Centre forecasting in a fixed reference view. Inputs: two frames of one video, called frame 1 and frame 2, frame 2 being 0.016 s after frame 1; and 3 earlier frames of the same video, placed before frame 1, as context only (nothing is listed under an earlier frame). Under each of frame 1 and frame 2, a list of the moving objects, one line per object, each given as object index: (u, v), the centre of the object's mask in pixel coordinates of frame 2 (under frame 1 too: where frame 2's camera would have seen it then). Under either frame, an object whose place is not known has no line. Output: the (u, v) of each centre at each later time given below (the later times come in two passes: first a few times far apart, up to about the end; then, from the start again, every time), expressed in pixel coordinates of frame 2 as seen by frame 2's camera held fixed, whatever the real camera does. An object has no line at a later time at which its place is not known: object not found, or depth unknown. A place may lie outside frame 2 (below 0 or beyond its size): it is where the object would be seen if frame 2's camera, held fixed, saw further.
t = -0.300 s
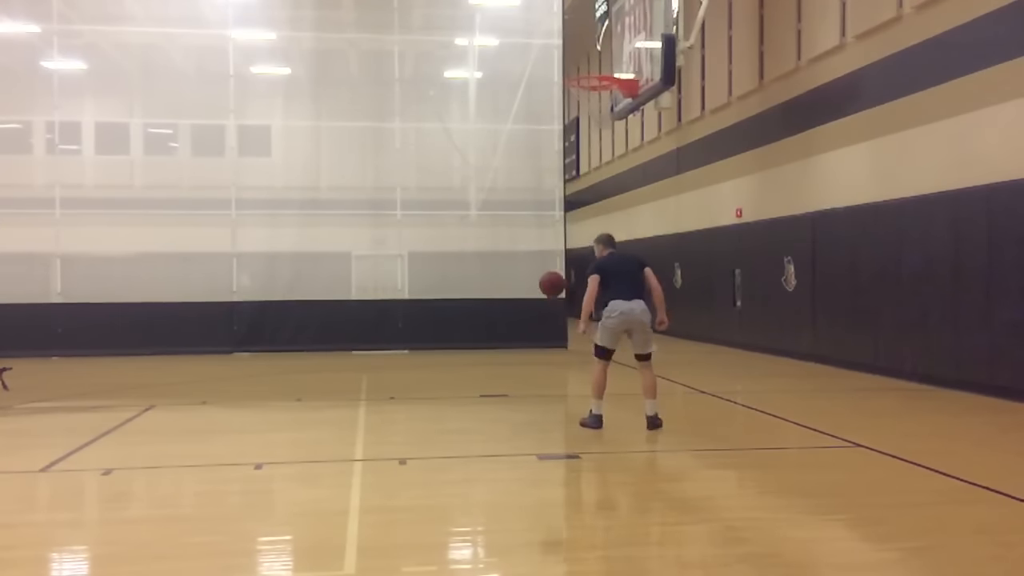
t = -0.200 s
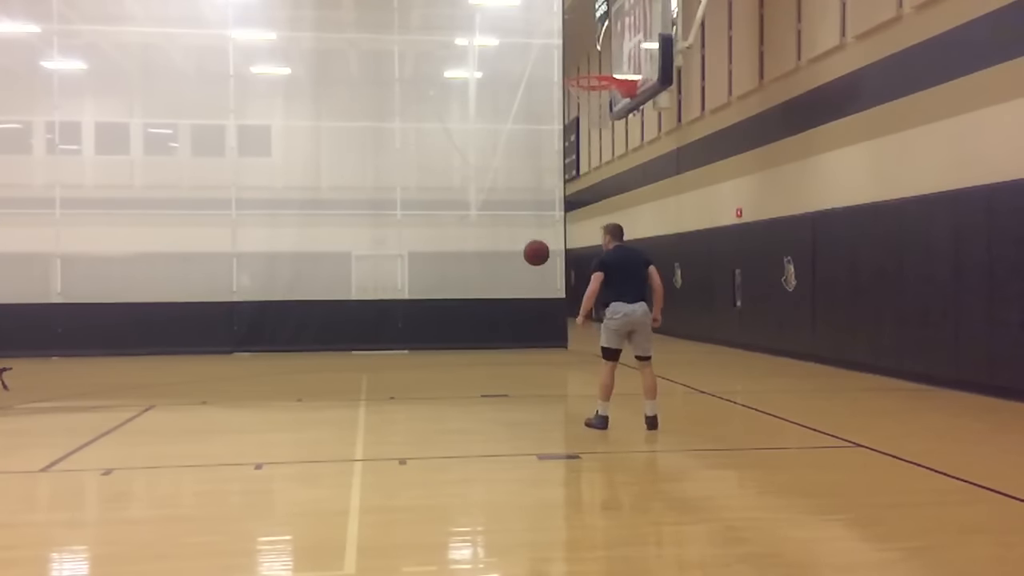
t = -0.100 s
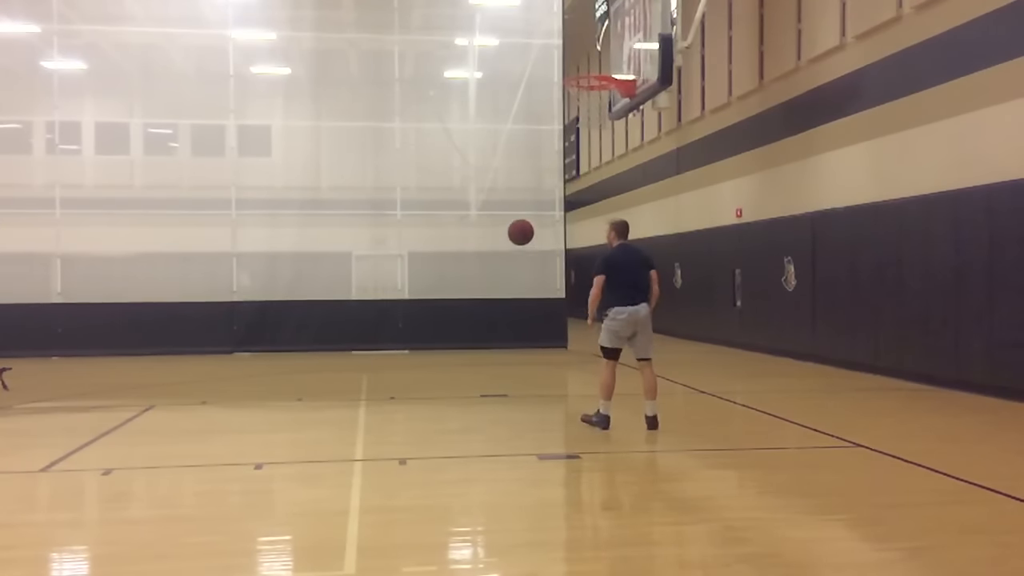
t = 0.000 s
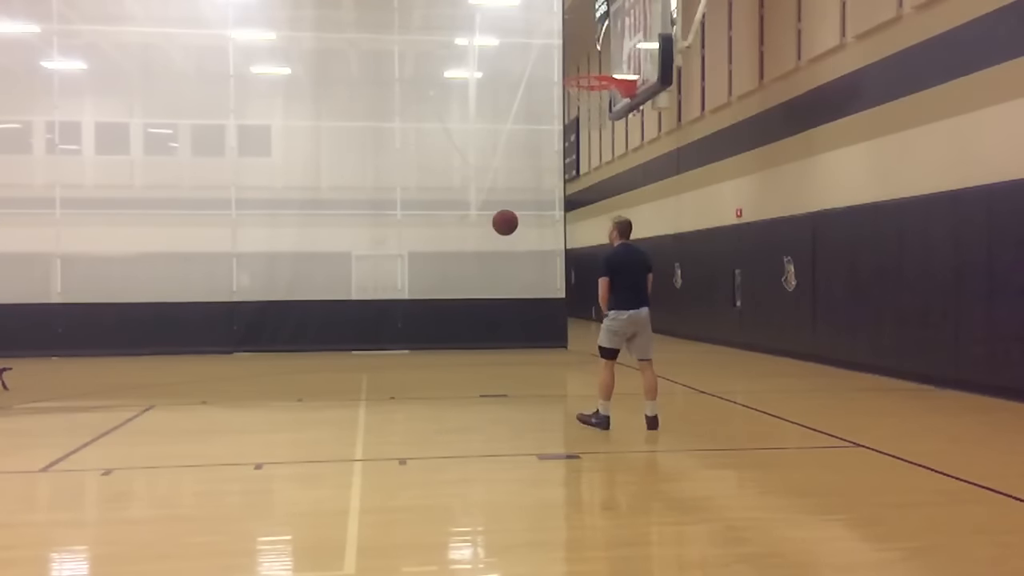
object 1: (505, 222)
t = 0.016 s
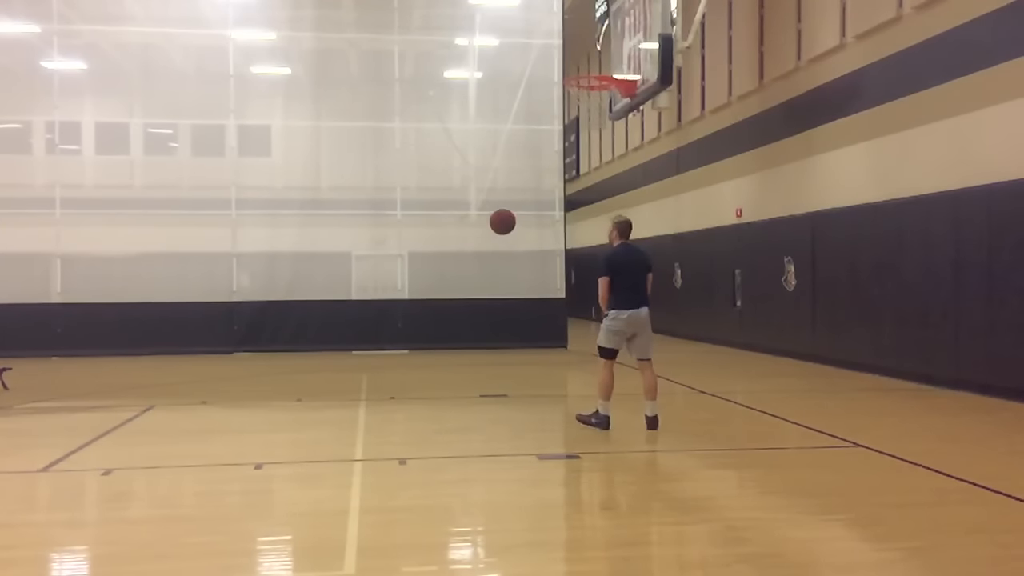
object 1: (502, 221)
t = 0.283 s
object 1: (461, 252)
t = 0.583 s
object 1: (417, 377)
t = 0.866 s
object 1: (379, 322)
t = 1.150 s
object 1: (344, 295)
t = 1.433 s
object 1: (310, 355)
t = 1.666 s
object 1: (281, 372)
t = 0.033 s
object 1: (500, 221)
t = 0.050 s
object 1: (497, 221)
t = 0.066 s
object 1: (495, 221)
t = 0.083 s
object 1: (492, 222)
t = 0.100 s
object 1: (490, 223)
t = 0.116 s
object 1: (487, 224)
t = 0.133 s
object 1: (484, 225)
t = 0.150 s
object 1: (482, 227)
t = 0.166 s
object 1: (479, 229)
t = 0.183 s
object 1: (477, 231)
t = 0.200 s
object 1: (474, 234)
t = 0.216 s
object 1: (472, 237)
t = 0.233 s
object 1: (469, 240)
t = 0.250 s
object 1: (466, 244)
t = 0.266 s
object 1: (464, 248)
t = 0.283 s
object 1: (461, 252)
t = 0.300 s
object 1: (459, 256)
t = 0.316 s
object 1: (456, 261)
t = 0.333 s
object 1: (454, 266)
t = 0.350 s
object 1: (451, 271)
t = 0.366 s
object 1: (449, 277)
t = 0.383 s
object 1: (446, 283)
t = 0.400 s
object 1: (444, 288)
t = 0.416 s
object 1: (441, 294)
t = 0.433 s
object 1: (438, 302)
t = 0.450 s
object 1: (435, 309)
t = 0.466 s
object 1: (433, 316)
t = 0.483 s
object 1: (430, 324)
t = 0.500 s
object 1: (428, 331)
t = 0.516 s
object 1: (426, 340)
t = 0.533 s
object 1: (424, 349)
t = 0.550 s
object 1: (421, 357)
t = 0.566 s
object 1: (419, 367)
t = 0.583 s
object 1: (417, 377)
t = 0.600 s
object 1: (414, 386)
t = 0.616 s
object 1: (411, 397)
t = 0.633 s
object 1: (409, 407)
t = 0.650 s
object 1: (407, 402)
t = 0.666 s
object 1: (405, 394)
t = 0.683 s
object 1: (403, 386)
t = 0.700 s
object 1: (401, 379)
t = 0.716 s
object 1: (399, 372)
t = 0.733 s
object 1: (397, 366)
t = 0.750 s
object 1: (394, 359)
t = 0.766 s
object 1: (392, 353)
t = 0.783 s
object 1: (390, 347)
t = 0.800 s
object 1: (388, 341)
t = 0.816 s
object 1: (386, 336)
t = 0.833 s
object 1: (383, 331)
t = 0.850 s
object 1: (381, 328)
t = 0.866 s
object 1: (379, 322)
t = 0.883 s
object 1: (378, 321)
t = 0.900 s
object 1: (376, 317)
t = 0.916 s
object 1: (373, 314)
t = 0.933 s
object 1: (372, 310)
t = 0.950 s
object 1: (370, 307)
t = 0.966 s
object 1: (367, 305)
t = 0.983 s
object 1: (365, 303)
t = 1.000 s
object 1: (363, 300)
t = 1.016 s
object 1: (361, 299)
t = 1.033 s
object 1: (359, 296)
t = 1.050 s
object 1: (356, 295)
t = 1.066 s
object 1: (354, 295)
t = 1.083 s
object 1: (353, 295)
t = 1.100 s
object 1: (350, 294)
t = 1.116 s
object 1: (348, 294)
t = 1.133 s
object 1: (346, 295)
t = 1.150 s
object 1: (344, 295)
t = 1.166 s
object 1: (342, 296)
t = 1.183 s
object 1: (340, 299)
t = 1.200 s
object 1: (339, 300)
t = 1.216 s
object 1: (336, 303)
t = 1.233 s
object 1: (334, 305)
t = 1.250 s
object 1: (332, 308)
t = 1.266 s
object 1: (329, 310)
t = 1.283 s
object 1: (328, 314)
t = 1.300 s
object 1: (326, 318)
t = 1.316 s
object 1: (324, 320)
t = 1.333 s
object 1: (322, 324)
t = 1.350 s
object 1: (320, 329)
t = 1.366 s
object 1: (318, 333)
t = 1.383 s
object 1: (316, 338)
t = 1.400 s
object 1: (314, 344)
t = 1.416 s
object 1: (313, 349)
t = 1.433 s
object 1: (310, 355)
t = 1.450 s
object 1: (308, 361)
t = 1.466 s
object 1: (306, 368)
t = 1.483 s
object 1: (305, 375)
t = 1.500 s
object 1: (303, 382)
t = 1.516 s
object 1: (301, 389)
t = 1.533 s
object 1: (299, 396)
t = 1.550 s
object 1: (297, 404)
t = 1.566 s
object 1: (295, 405)
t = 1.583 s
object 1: (292, 399)
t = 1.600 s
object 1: (290, 393)
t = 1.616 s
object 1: (288, 387)
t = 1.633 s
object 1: (286, 382)
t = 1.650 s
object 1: (284, 377)
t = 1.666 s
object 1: (281, 372)
